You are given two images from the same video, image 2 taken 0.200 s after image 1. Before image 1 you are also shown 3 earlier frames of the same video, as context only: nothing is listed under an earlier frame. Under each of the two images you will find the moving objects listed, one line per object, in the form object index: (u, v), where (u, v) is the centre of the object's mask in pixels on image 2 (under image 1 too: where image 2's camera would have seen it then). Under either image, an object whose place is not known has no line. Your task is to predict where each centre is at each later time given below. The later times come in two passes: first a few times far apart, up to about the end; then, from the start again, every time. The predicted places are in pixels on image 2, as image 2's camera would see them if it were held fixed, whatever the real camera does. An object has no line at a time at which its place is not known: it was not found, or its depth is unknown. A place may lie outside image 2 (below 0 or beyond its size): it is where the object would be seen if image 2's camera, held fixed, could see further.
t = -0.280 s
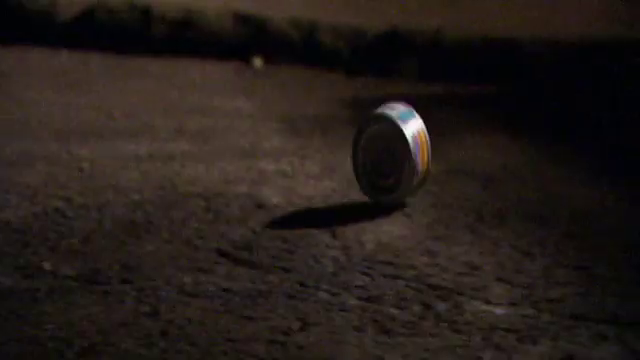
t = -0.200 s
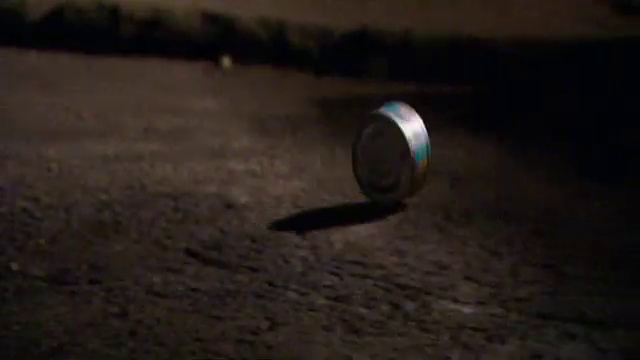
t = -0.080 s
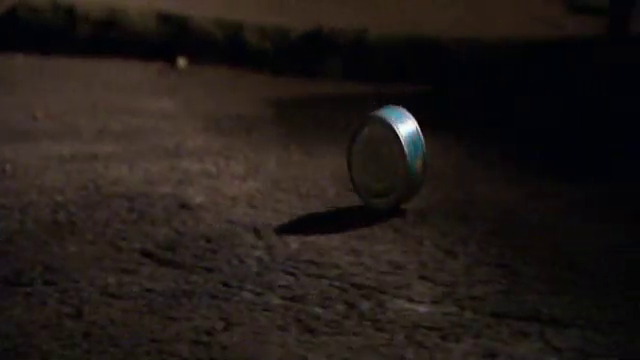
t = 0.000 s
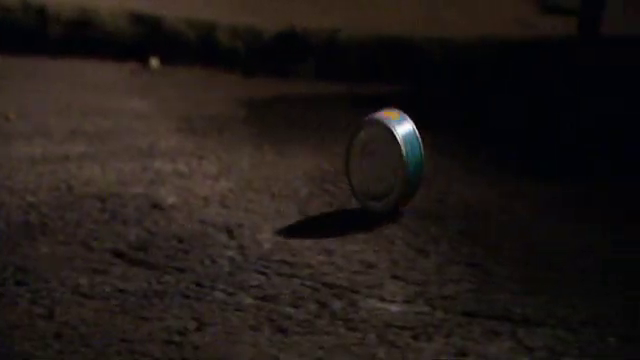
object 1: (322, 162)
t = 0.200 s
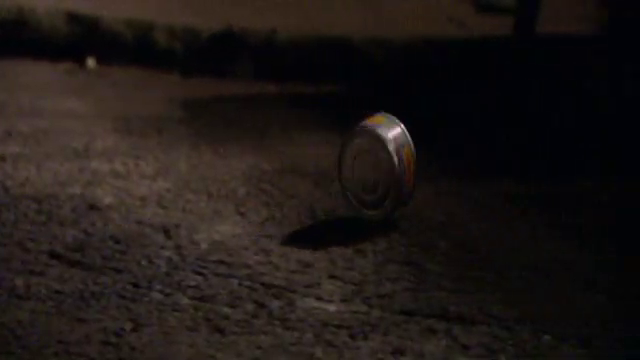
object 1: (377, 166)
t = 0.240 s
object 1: (386, 166)
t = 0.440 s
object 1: (430, 174)
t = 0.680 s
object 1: (467, 180)
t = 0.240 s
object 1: (386, 166)
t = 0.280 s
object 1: (395, 168)
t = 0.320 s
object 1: (407, 169)
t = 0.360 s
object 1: (417, 170)
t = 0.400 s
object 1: (425, 170)
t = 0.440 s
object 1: (430, 174)
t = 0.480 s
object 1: (435, 174)
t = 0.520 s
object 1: (439, 175)
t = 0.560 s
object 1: (445, 176)
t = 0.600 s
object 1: (451, 180)
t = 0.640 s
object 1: (459, 182)
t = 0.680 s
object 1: (467, 180)
